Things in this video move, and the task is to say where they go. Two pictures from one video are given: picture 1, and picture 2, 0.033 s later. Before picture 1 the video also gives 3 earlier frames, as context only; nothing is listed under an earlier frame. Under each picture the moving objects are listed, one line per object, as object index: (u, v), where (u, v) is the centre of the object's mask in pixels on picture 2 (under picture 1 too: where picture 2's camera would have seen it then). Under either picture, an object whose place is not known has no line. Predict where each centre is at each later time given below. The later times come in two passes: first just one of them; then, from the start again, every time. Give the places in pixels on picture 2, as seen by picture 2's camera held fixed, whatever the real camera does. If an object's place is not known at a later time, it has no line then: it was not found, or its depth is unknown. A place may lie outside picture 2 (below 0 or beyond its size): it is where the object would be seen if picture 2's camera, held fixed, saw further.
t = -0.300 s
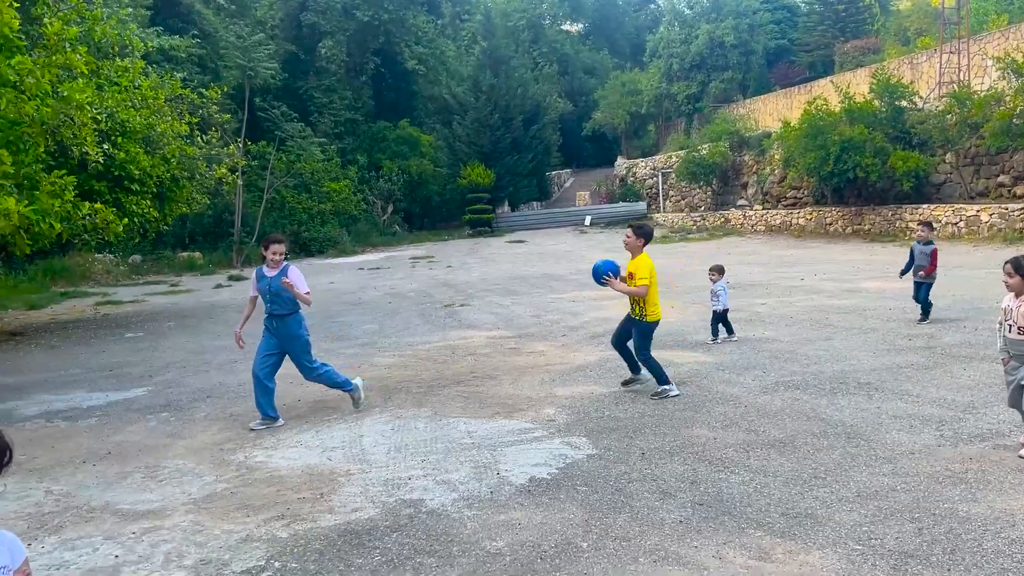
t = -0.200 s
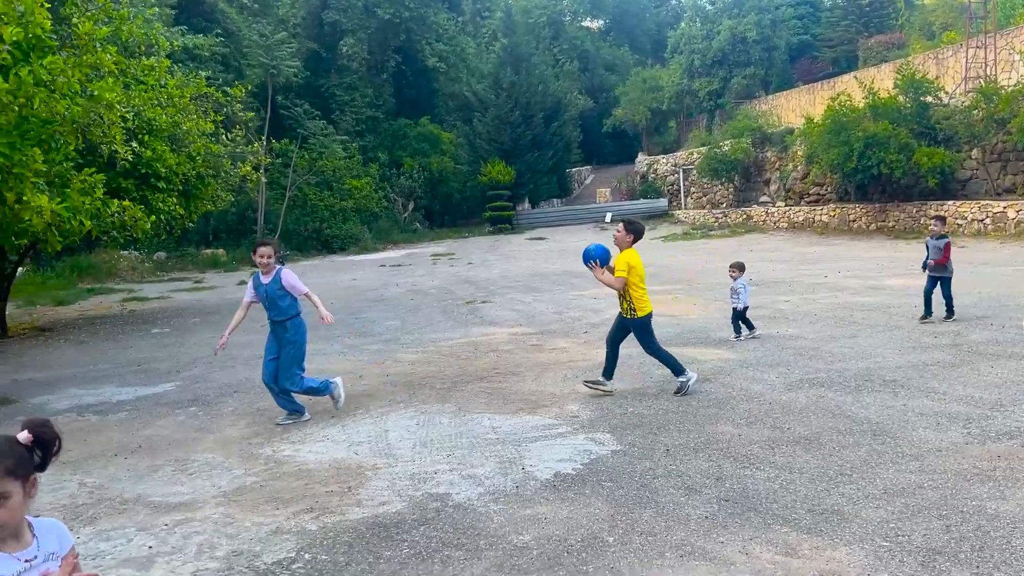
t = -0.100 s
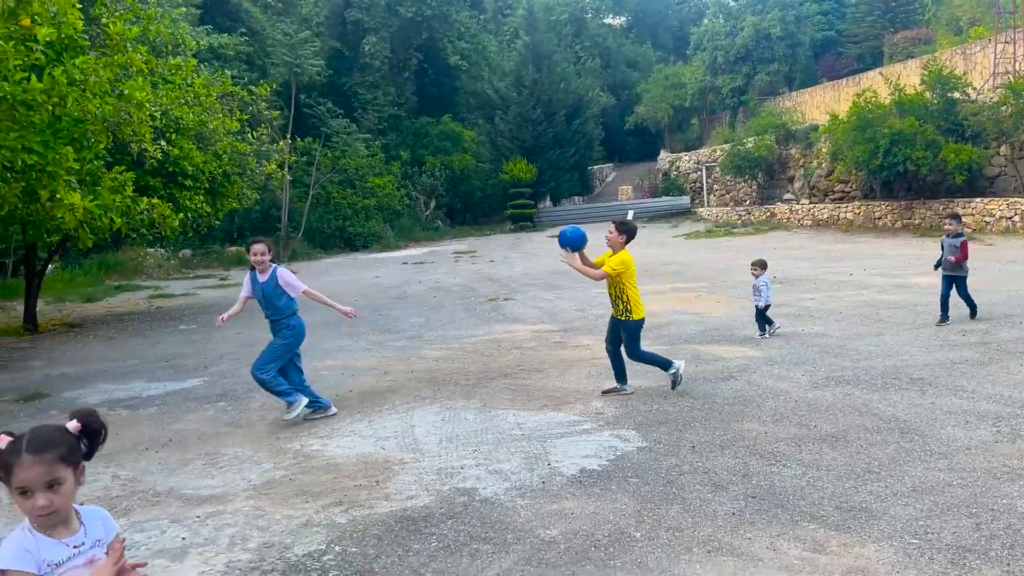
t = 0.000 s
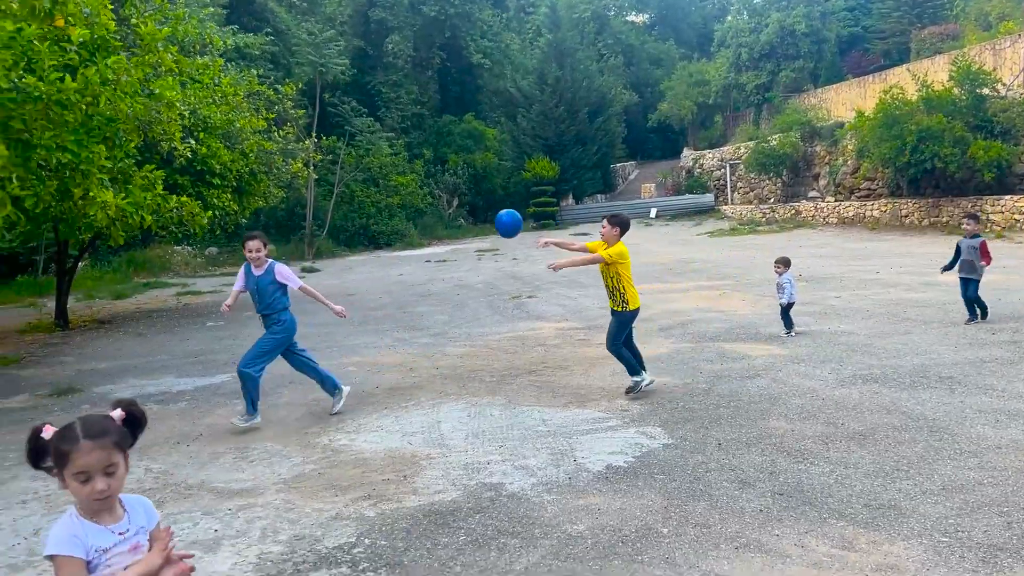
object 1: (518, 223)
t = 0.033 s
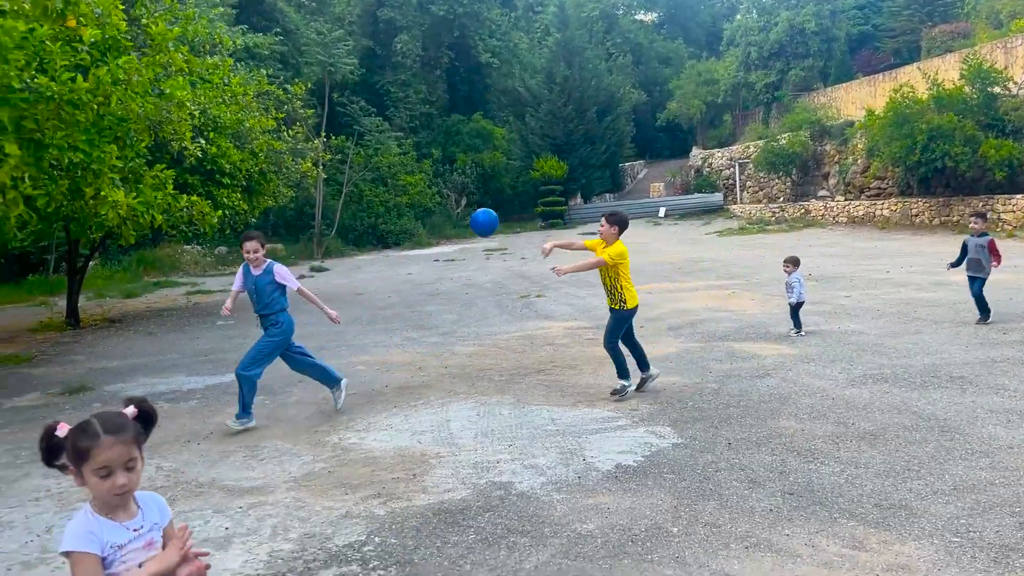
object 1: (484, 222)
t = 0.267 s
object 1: (242, 268)
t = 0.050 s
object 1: (468, 223)
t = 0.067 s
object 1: (452, 224)
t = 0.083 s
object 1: (435, 225)
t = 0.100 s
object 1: (418, 227)
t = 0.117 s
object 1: (401, 230)
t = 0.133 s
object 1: (385, 233)
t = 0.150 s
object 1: (367, 235)
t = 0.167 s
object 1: (350, 239)
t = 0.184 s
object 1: (332, 242)
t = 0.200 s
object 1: (315, 246)
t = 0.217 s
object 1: (296, 251)
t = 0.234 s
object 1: (278, 256)
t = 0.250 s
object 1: (260, 262)
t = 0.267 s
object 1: (242, 268)
